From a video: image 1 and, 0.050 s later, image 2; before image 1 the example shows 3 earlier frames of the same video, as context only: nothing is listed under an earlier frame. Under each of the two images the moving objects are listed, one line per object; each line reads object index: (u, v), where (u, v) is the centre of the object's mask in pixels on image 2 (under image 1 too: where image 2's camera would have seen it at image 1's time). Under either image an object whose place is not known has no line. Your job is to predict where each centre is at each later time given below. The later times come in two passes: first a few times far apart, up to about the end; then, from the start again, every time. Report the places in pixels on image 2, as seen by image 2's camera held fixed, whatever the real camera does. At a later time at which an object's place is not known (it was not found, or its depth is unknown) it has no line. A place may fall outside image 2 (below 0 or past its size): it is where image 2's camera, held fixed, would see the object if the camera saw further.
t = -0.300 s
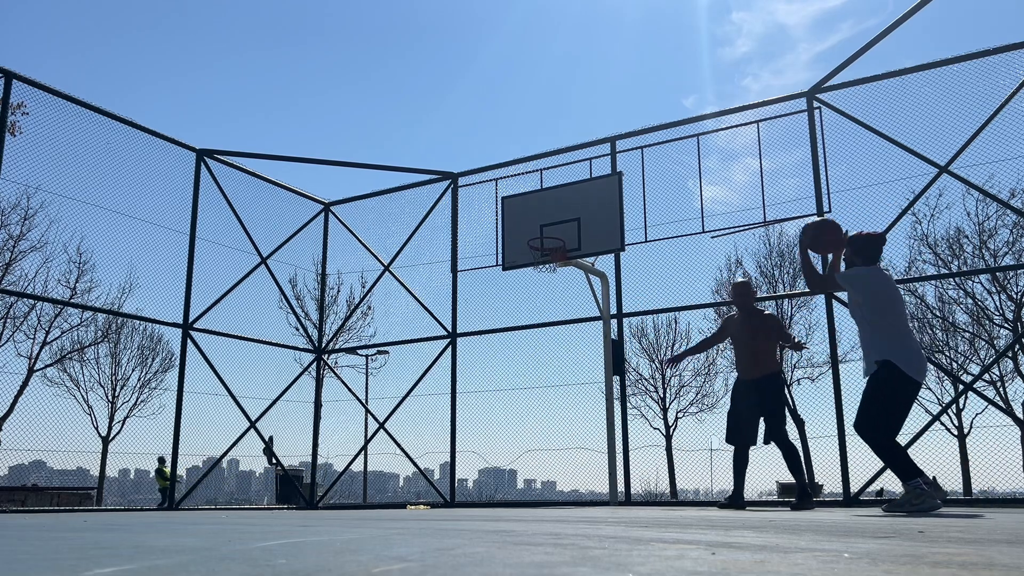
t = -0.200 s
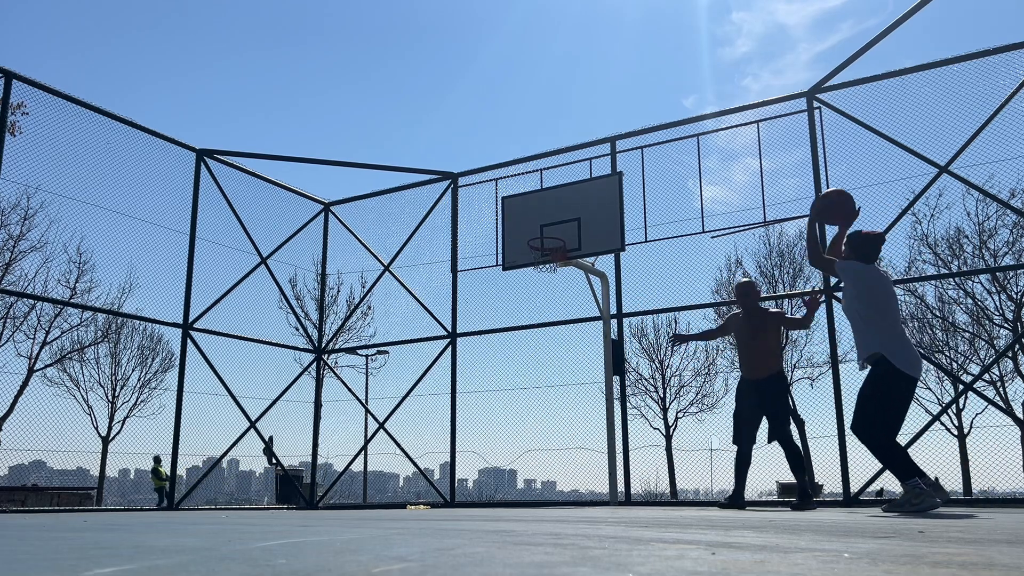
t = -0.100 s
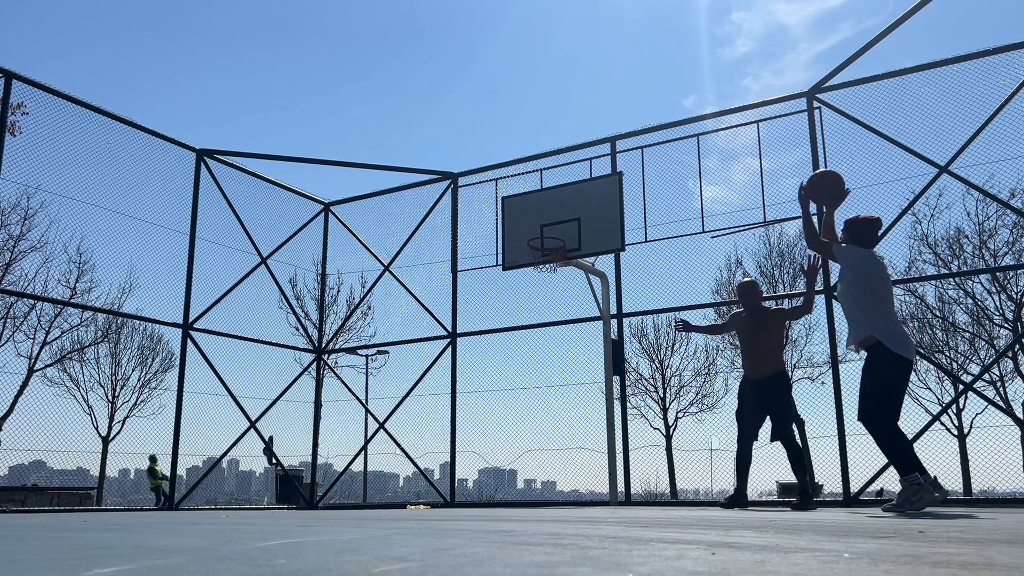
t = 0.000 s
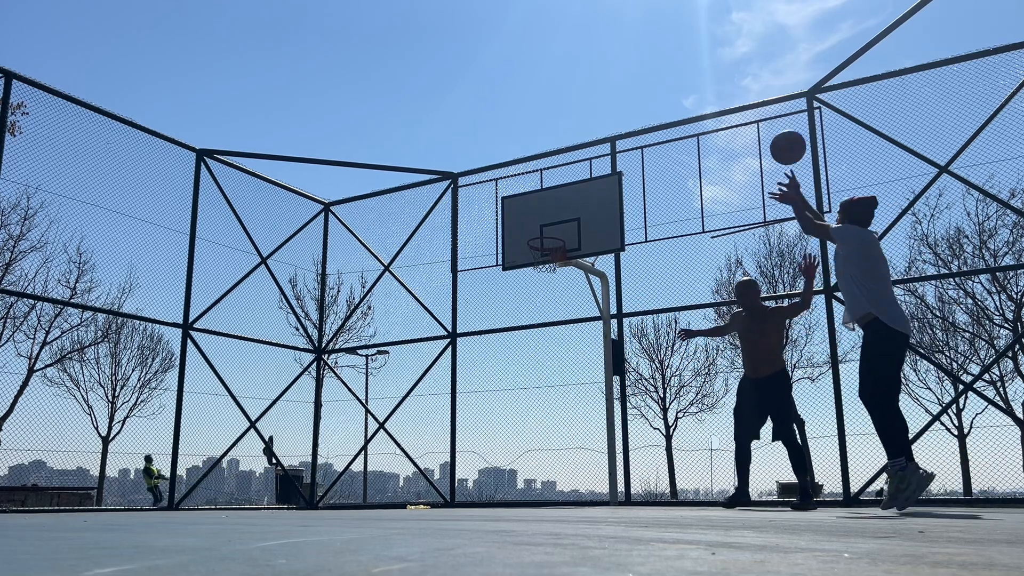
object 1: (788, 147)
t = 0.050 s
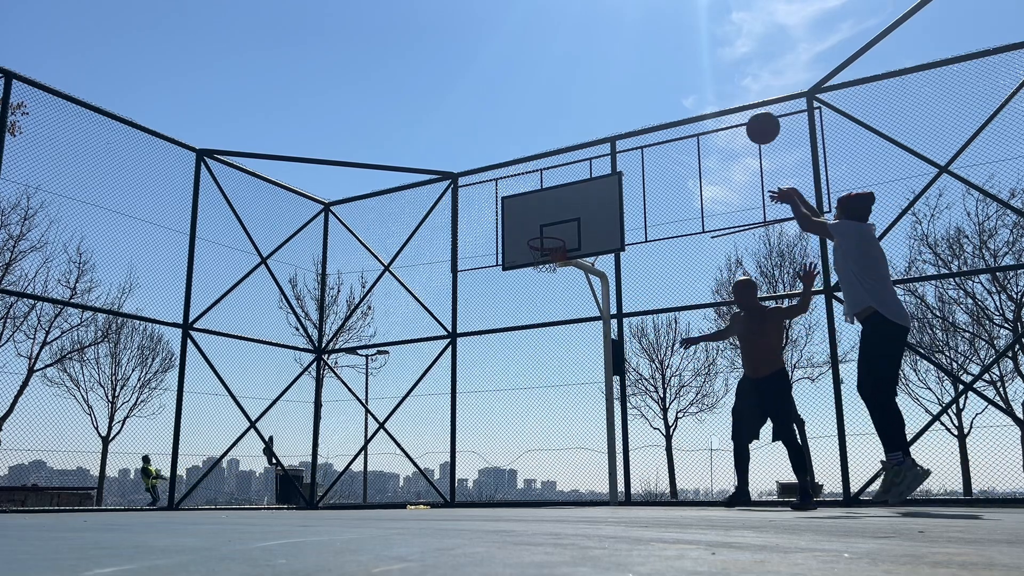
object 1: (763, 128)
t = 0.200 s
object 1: (702, 95)
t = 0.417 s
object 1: (639, 95)
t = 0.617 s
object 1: (597, 127)
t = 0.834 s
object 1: (561, 189)
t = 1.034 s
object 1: (544, 221)
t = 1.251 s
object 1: (557, 160)
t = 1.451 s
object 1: (571, 133)
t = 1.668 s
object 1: (586, 136)
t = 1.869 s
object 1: (601, 174)
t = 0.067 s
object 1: (755, 122)
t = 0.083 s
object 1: (748, 117)
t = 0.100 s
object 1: (741, 113)
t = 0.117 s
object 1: (734, 109)
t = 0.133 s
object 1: (727, 105)
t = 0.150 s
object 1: (720, 102)
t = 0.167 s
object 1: (714, 99)
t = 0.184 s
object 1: (708, 97)
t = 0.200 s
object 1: (702, 95)
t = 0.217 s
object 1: (696, 93)
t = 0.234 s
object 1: (691, 92)
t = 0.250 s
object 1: (686, 91)
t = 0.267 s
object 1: (680, 90)
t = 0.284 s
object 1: (675, 89)
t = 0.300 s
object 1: (671, 89)
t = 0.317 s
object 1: (666, 89)
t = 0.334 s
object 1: (661, 89)
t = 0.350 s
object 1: (657, 90)
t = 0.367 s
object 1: (652, 91)
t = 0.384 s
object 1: (648, 92)
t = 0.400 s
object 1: (644, 93)
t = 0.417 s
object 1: (639, 95)
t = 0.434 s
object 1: (636, 96)
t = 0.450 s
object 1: (632, 98)
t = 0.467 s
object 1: (628, 100)
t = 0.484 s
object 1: (624, 102)
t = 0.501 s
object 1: (620, 105)
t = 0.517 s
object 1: (617, 108)
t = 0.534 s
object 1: (614, 111)
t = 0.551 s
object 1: (610, 114)
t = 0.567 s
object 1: (607, 117)
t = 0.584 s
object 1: (604, 120)
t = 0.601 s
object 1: (600, 124)
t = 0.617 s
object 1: (597, 127)
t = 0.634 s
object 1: (594, 131)
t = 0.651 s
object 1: (591, 135)
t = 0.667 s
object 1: (588, 139)
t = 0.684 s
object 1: (585, 144)
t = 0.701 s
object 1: (582, 148)
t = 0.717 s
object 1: (579, 153)
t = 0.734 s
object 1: (577, 157)
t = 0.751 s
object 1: (574, 162)
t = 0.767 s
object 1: (571, 168)
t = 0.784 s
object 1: (568, 173)
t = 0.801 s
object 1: (566, 178)
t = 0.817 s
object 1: (563, 183)
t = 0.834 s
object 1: (561, 189)
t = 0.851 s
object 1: (558, 194)
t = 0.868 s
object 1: (556, 200)
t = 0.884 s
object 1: (553, 206)
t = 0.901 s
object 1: (551, 212)
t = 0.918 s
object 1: (549, 218)
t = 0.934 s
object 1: (546, 224)
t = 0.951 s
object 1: (544, 231)
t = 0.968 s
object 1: (542, 237)
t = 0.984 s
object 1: (541, 239)
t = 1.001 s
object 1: (542, 233)
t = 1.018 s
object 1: (543, 227)
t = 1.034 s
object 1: (544, 221)
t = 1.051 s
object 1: (545, 215)
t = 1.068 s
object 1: (546, 209)
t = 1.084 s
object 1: (548, 204)
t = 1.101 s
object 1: (548, 198)
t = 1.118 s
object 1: (550, 194)
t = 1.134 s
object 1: (550, 189)
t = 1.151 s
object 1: (551, 184)
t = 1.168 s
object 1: (552, 179)
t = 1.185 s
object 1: (554, 175)
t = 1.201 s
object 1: (554, 171)
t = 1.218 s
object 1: (555, 168)
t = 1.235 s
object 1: (556, 164)
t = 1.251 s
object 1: (557, 160)
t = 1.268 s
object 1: (559, 157)
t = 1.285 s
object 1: (560, 154)
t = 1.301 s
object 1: (561, 151)
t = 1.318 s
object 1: (562, 148)
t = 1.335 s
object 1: (563, 145)
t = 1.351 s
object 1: (564, 143)
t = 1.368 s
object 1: (565, 141)
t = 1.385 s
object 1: (566, 139)
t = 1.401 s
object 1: (567, 137)
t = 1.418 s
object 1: (568, 136)
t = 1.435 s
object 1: (570, 134)
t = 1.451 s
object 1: (571, 133)
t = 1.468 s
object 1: (572, 132)
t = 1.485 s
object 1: (573, 131)
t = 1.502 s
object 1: (574, 131)
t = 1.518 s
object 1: (575, 130)
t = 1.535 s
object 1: (576, 130)
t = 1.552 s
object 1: (578, 130)
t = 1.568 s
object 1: (579, 131)
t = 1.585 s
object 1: (580, 131)
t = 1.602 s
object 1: (581, 132)
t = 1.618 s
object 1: (582, 133)
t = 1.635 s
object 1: (584, 134)
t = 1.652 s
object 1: (585, 135)
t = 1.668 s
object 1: (586, 136)
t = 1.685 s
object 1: (587, 138)
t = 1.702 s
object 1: (588, 140)
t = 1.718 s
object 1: (589, 143)
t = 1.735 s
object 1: (591, 145)
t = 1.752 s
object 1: (592, 148)
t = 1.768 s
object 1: (593, 151)
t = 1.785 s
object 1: (595, 154)
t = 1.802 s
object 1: (596, 158)
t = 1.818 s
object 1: (598, 161)
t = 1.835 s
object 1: (599, 166)
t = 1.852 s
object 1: (600, 170)
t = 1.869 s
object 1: (601, 174)
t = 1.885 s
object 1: (603, 179)
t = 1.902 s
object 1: (604, 184)
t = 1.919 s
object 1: (605, 188)
